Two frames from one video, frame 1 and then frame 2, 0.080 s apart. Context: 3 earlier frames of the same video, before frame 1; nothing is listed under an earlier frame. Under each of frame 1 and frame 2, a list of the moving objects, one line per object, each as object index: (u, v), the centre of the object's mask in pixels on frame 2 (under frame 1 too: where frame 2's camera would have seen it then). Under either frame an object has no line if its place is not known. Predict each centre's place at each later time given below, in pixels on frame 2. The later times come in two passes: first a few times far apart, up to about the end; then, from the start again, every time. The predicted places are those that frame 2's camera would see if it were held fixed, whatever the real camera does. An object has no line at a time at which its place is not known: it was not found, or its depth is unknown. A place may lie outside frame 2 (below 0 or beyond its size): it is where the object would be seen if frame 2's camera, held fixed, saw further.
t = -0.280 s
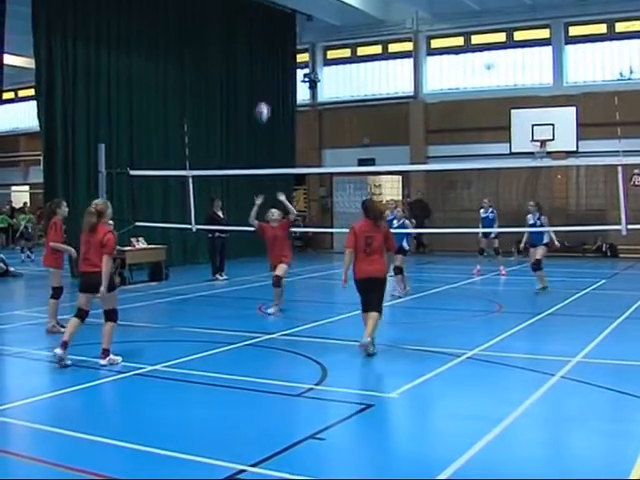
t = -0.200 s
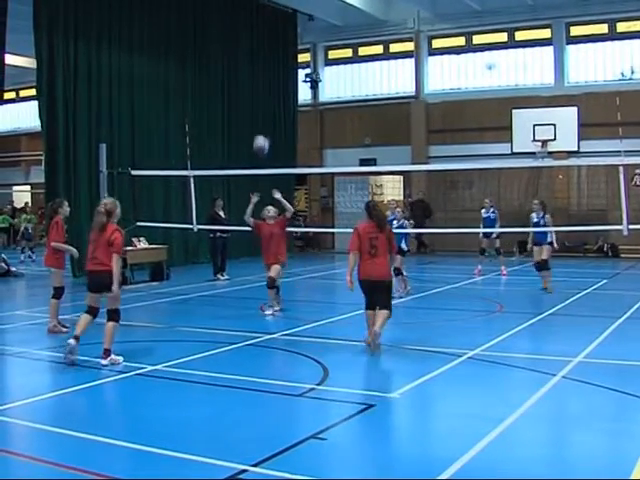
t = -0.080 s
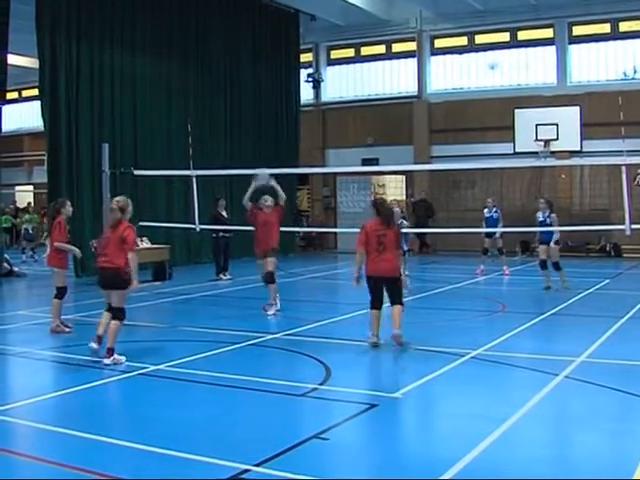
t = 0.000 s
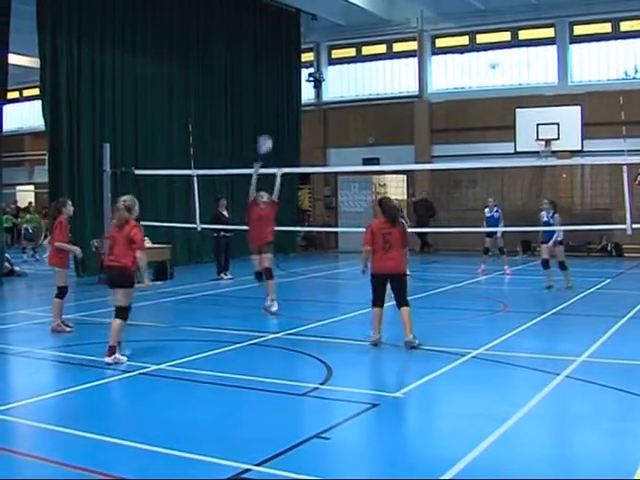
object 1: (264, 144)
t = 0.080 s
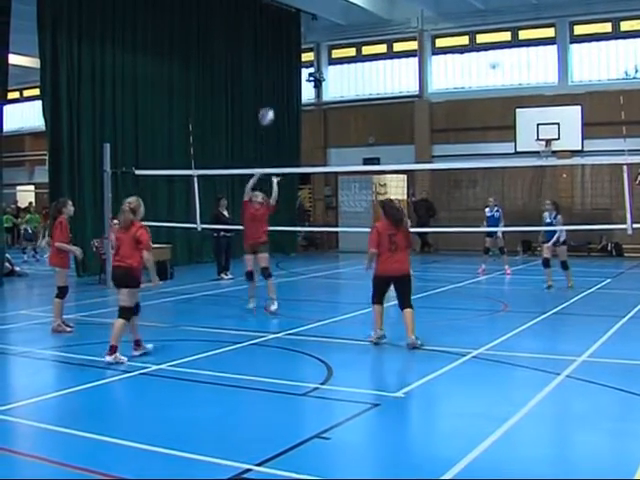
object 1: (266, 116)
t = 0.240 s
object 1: (269, 73)
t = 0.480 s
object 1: (276, 42)
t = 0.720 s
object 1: (283, 52)
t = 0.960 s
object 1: (290, 106)
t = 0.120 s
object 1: (267, 103)
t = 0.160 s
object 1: (268, 92)
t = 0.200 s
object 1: (269, 82)
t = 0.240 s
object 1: (269, 73)
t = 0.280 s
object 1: (270, 64)
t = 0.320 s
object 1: (272, 58)
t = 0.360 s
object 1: (273, 52)
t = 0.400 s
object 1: (274, 47)
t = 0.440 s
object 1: (275, 45)
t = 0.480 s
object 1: (276, 42)
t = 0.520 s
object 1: (277, 40)
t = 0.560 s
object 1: (278, 40)
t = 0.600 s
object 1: (279, 41)
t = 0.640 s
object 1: (280, 43)
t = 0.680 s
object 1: (282, 47)
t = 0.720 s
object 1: (283, 52)
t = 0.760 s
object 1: (284, 58)
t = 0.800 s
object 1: (285, 65)
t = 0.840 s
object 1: (287, 73)
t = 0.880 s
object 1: (288, 83)
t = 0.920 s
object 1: (289, 94)
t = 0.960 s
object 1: (290, 106)
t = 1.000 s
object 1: (292, 121)
